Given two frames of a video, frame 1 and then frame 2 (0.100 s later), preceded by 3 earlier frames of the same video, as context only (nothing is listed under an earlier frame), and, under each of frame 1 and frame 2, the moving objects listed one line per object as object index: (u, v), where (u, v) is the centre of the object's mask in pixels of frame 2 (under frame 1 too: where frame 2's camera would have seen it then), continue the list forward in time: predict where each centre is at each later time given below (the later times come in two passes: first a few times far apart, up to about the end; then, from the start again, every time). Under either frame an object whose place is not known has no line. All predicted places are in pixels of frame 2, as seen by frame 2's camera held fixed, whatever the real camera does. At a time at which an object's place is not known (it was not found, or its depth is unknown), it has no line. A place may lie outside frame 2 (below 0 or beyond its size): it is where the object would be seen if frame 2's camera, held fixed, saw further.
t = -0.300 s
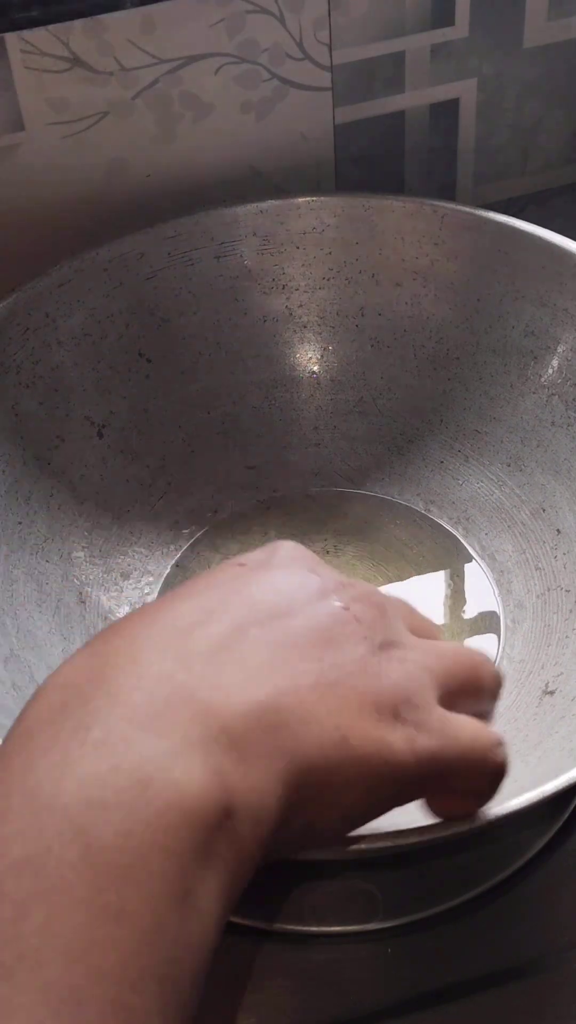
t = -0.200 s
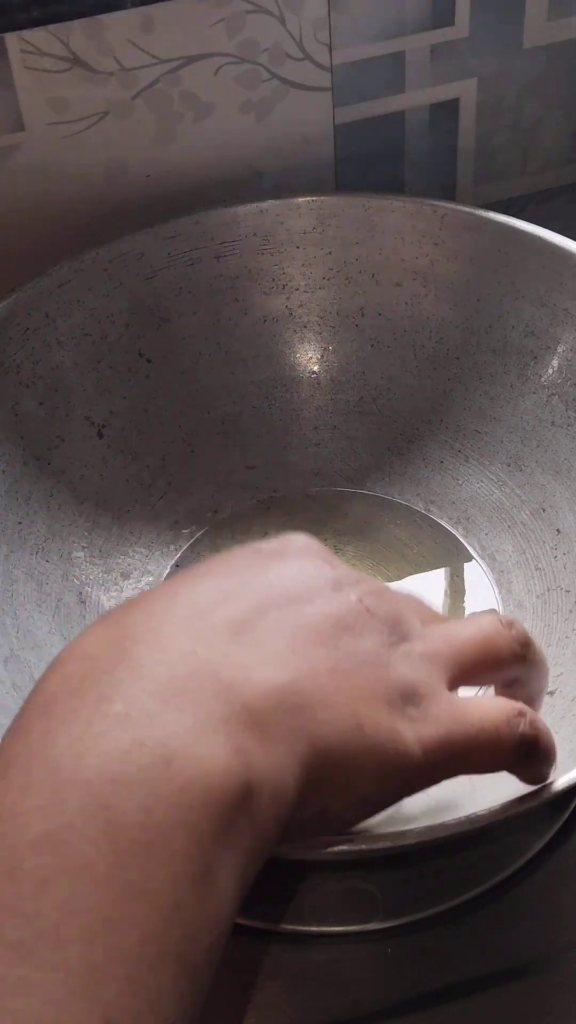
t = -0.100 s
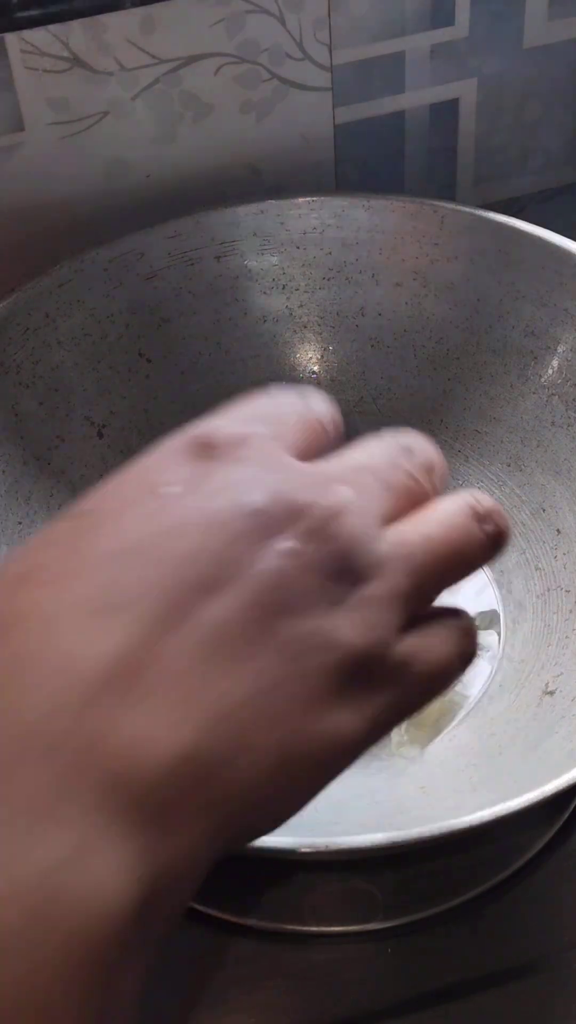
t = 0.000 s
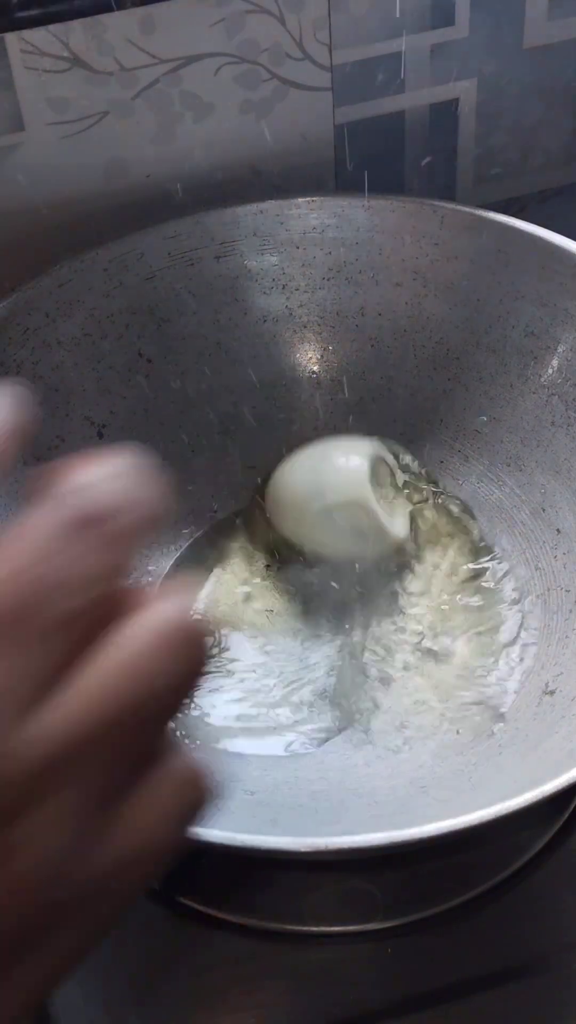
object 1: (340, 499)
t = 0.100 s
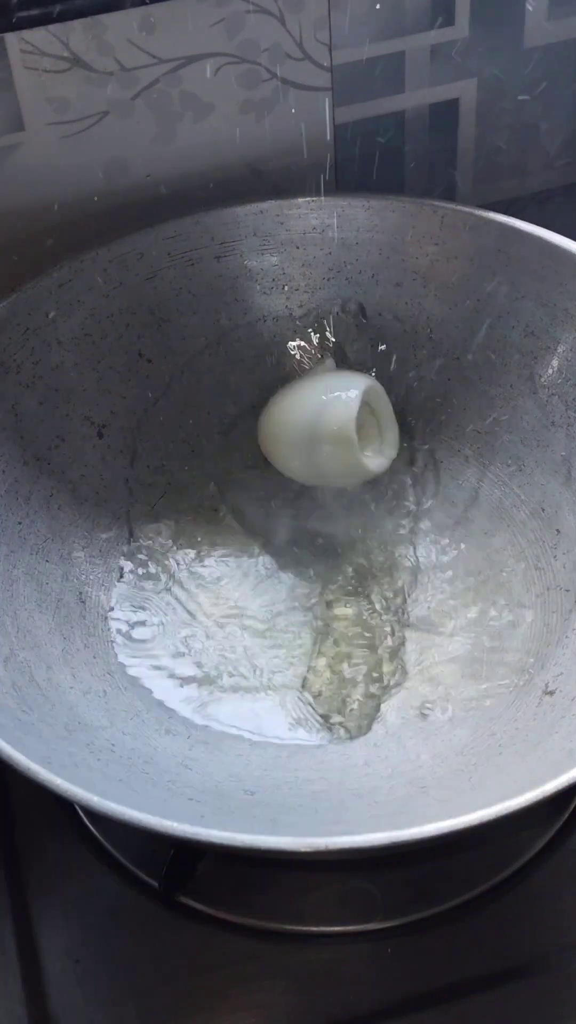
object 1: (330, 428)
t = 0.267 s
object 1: (306, 527)
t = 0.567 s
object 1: (321, 706)
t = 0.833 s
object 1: (347, 577)
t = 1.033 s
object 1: (353, 569)
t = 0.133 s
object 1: (324, 429)
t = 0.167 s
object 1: (319, 441)
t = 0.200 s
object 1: (316, 464)
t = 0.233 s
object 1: (312, 499)
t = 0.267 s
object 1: (306, 527)
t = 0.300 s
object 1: (304, 552)
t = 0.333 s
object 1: (299, 604)
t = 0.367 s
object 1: (301, 629)
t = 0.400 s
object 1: (300, 658)
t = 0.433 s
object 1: (300, 679)
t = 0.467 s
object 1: (303, 695)
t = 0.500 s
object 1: (309, 705)
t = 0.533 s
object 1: (316, 708)
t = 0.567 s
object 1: (321, 706)
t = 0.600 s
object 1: (326, 694)
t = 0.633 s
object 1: (332, 681)
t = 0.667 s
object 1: (338, 664)
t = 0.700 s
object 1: (342, 645)
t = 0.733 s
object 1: (343, 625)
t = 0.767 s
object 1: (345, 608)
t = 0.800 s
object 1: (346, 591)
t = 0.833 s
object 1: (347, 577)
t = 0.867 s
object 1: (347, 566)
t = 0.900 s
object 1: (345, 560)
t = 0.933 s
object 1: (344, 559)
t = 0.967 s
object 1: (344, 561)
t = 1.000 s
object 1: (346, 564)
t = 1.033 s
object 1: (353, 569)
